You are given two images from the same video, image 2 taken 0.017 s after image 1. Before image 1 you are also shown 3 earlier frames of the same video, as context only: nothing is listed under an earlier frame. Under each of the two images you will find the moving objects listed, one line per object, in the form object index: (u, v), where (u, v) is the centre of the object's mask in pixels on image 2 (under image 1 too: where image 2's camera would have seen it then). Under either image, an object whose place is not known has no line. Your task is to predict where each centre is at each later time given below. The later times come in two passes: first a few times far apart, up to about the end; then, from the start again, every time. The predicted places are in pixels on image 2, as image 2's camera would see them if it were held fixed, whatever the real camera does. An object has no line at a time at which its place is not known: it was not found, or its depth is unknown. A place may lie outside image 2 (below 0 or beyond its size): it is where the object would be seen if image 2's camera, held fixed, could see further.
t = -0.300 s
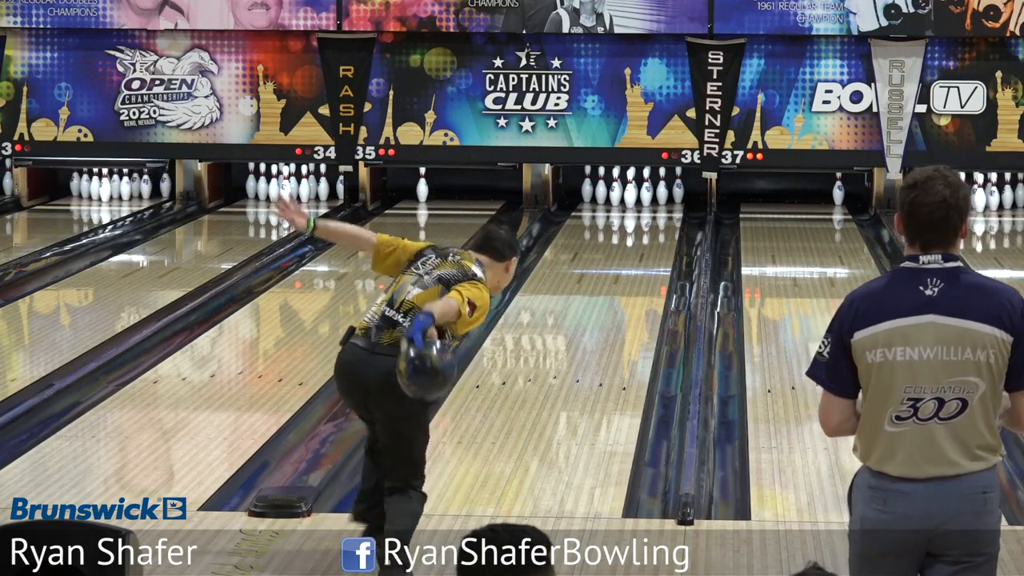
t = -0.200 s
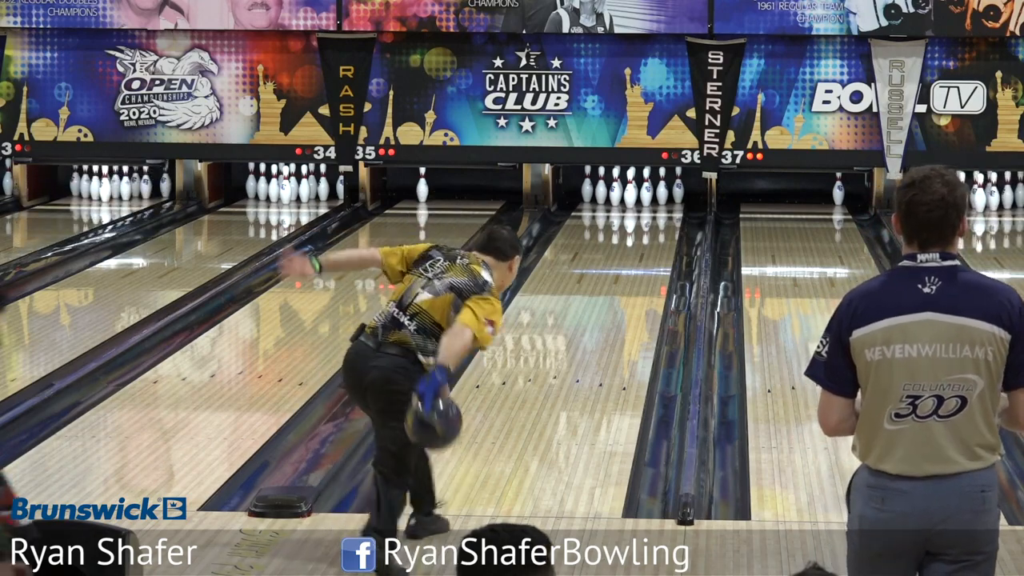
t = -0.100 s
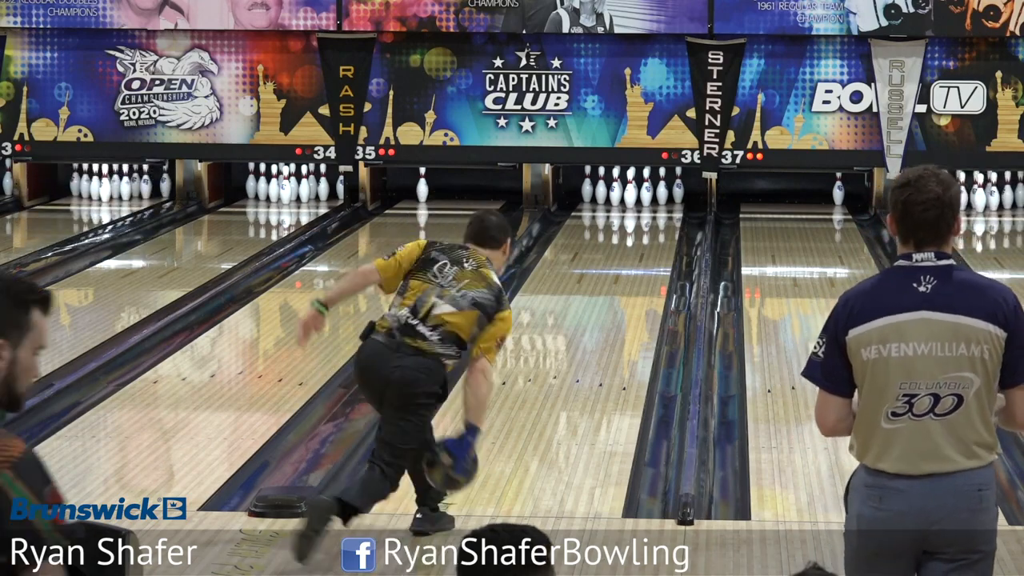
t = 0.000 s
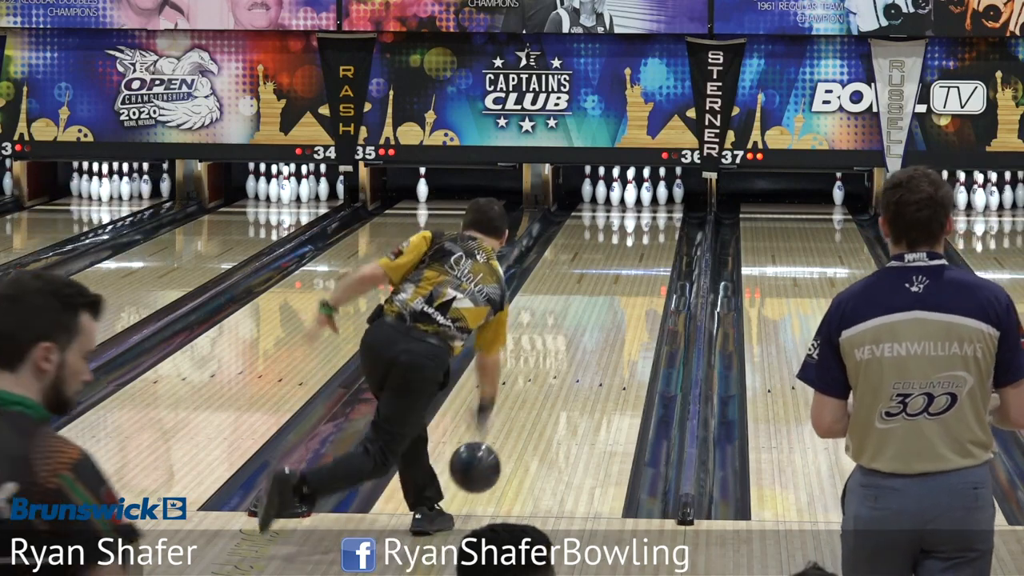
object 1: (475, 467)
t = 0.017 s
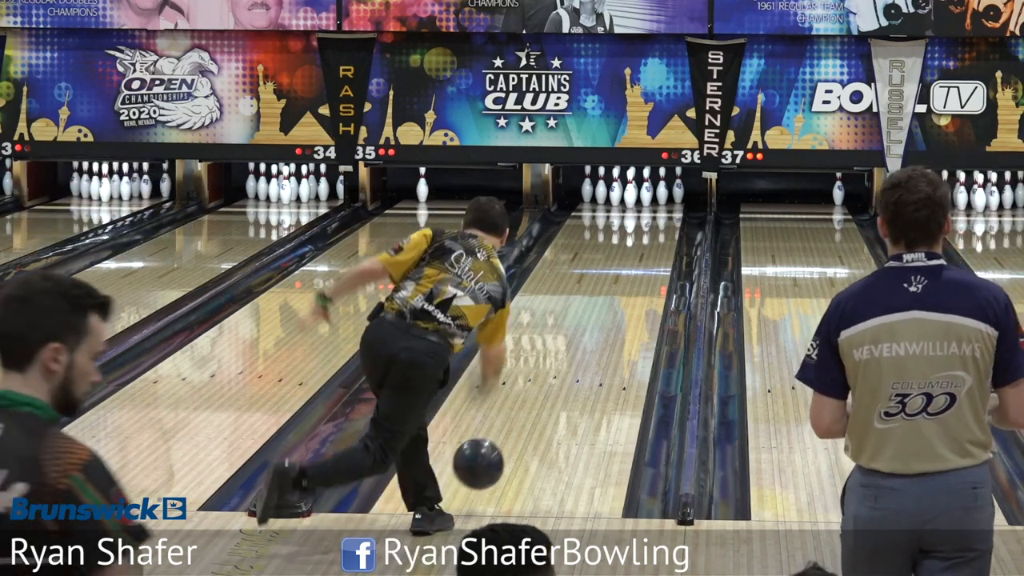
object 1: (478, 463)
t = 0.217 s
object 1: (514, 434)
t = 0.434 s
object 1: (546, 393)
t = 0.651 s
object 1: (571, 357)
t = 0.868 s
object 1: (592, 326)
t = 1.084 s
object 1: (608, 301)
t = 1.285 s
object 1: (621, 280)
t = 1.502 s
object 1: (635, 259)
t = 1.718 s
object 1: (642, 243)
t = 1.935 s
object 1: (648, 228)
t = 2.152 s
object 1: (648, 216)
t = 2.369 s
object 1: (643, 205)
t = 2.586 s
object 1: (637, 196)
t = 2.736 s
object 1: (634, 193)
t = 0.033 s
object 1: (481, 461)
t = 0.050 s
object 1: (485, 459)
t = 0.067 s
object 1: (488, 458)
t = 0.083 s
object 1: (491, 457)
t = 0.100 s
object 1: (494, 457)
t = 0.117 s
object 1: (497, 458)
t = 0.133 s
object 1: (500, 458)
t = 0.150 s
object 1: (503, 451)
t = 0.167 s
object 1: (506, 446)
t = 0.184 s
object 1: (509, 441)
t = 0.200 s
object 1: (512, 437)
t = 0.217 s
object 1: (514, 434)
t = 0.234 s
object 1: (517, 431)
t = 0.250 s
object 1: (519, 429)
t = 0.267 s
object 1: (522, 427)
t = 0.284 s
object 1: (525, 423)
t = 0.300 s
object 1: (527, 419)
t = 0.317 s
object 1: (530, 416)
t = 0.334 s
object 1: (532, 413)
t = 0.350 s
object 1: (534, 410)
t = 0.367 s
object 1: (537, 406)
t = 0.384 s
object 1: (539, 403)
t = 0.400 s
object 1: (541, 400)
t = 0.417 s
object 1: (543, 397)
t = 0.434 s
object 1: (546, 393)
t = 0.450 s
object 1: (548, 390)
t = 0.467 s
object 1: (550, 387)
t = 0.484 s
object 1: (552, 384)
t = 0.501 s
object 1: (554, 381)
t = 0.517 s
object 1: (556, 379)
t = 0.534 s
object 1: (558, 376)
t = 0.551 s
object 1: (560, 373)
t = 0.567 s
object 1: (562, 370)
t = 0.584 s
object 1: (564, 367)
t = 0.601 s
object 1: (565, 365)
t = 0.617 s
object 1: (567, 362)
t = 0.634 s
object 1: (569, 359)
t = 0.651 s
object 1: (571, 357)
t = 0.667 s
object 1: (572, 354)
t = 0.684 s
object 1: (572, 353)
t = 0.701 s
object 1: (569, 352)
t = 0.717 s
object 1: (568, 353)
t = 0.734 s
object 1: (588, 339)
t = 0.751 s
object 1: (586, 340)
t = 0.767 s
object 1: (585, 339)
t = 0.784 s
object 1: (584, 337)
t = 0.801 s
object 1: (585, 335)
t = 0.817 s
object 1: (587, 333)
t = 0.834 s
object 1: (589, 331)
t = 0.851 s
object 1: (590, 329)
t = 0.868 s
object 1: (592, 326)
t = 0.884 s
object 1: (593, 324)
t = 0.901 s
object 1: (594, 322)
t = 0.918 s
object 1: (596, 320)
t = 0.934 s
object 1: (597, 318)
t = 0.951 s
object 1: (598, 316)
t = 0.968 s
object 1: (600, 314)
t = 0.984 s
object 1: (601, 312)
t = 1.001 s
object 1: (602, 310)
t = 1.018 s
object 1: (604, 308)
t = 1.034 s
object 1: (605, 306)
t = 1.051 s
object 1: (606, 304)
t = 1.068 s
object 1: (607, 302)
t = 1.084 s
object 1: (608, 301)
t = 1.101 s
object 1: (610, 299)
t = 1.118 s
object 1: (611, 297)
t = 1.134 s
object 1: (612, 295)
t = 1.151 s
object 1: (613, 293)
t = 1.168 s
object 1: (614, 292)
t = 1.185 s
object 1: (615, 290)
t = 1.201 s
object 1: (616, 288)
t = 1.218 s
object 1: (617, 287)
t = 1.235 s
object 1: (618, 284)
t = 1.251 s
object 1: (619, 283)
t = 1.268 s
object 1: (620, 281)
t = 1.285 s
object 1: (621, 280)
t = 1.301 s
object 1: (622, 278)
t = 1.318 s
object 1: (623, 277)
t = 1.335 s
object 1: (624, 275)
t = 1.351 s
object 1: (625, 273)
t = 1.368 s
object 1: (626, 272)
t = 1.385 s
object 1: (627, 271)
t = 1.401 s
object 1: (628, 269)
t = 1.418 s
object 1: (628, 268)
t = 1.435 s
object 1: (629, 266)
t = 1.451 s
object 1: (630, 265)
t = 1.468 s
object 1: (631, 263)
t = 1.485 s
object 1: (632, 260)
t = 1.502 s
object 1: (635, 259)
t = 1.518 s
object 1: (637, 259)
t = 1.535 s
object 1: (637, 257)
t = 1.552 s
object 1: (637, 256)
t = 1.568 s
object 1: (637, 255)
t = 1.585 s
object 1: (637, 253)
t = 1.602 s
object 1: (637, 252)
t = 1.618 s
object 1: (638, 251)
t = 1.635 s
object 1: (639, 250)
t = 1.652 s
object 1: (639, 248)
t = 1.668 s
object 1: (640, 247)
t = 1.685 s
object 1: (641, 246)
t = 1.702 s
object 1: (641, 245)
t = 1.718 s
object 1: (642, 243)
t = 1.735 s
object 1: (642, 242)
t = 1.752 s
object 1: (643, 241)
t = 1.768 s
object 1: (644, 239)
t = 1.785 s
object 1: (644, 239)
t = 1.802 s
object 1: (645, 237)
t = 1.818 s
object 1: (645, 236)
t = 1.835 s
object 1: (646, 235)
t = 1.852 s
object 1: (646, 234)
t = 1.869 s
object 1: (647, 233)
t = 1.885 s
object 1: (647, 232)
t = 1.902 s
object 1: (647, 231)
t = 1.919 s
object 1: (648, 229)
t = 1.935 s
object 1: (648, 228)
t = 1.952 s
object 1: (648, 227)
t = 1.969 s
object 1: (648, 227)
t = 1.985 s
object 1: (648, 226)
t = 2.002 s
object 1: (649, 224)
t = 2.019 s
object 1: (649, 223)
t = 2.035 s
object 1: (649, 222)
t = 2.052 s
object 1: (649, 222)
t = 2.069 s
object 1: (649, 220)
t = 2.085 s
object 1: (649, 219)
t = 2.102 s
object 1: (649, 218)
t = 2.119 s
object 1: (649, 217)
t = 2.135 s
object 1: (648, 216)
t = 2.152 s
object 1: (648, 216)
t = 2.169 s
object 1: (648, 215)
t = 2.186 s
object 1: (648, 214)
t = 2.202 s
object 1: (647, 213)
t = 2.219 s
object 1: (647, 212)
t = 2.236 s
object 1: (647, 211)
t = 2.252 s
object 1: (646, 211)
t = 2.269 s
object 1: (646, 209)
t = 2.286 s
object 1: (646, 209)
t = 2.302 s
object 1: (645, 208)
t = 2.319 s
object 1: (645, 207)
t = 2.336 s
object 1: (644, 206)
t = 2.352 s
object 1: (644, 206)
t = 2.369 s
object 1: (643, 205)
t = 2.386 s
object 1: (642, 204)
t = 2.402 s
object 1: (641, 203)
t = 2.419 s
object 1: (641, 203)
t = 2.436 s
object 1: (640, 202)
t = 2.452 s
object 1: (640, 201)
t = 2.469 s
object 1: (639, 200)
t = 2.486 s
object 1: (638, 199)
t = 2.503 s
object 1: (637, 199)
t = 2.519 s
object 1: (636, 199)
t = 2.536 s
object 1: (637, 198)
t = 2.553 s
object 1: (637, 197)
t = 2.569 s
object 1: (637, 196)
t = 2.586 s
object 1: (637, 196)
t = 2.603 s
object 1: (636, 196)
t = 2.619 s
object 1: (636, 195)
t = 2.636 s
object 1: (635, 195)
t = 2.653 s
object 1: (635, 195)
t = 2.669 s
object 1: (635, 194)
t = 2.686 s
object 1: (635, 194)
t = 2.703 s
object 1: (635, 193)
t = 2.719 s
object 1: (635, 193)
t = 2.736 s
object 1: (634, 193)
